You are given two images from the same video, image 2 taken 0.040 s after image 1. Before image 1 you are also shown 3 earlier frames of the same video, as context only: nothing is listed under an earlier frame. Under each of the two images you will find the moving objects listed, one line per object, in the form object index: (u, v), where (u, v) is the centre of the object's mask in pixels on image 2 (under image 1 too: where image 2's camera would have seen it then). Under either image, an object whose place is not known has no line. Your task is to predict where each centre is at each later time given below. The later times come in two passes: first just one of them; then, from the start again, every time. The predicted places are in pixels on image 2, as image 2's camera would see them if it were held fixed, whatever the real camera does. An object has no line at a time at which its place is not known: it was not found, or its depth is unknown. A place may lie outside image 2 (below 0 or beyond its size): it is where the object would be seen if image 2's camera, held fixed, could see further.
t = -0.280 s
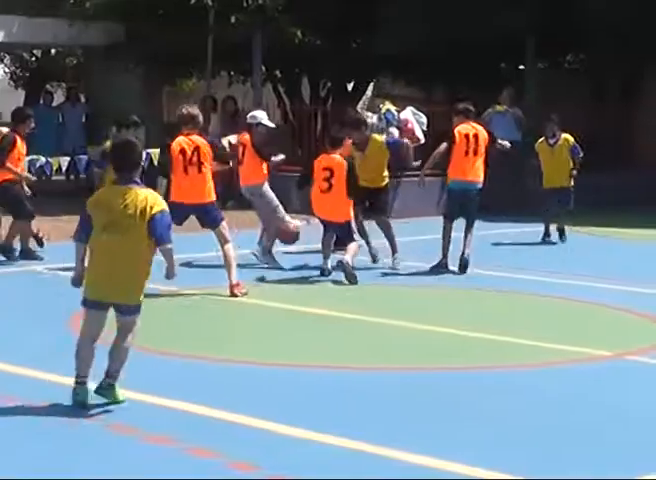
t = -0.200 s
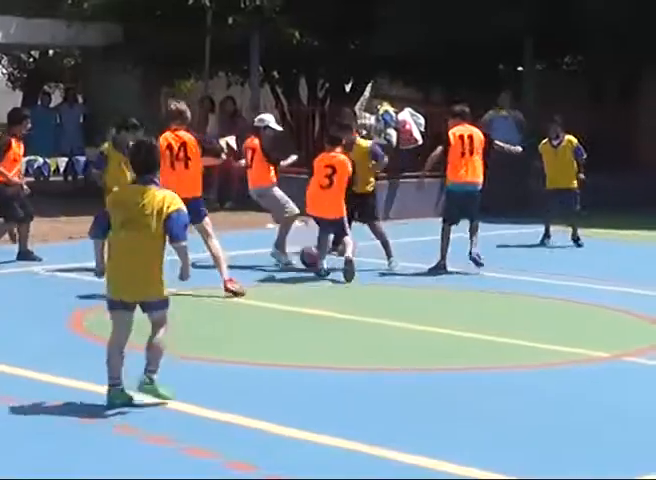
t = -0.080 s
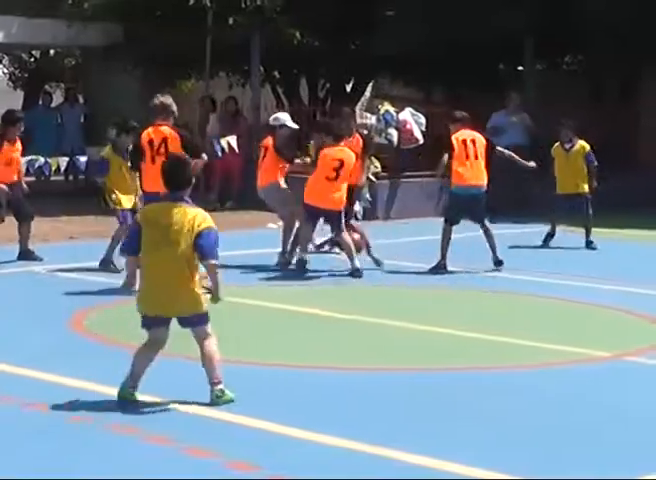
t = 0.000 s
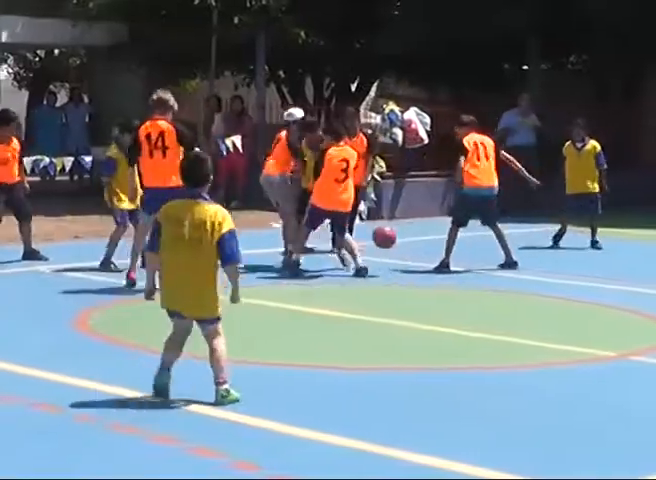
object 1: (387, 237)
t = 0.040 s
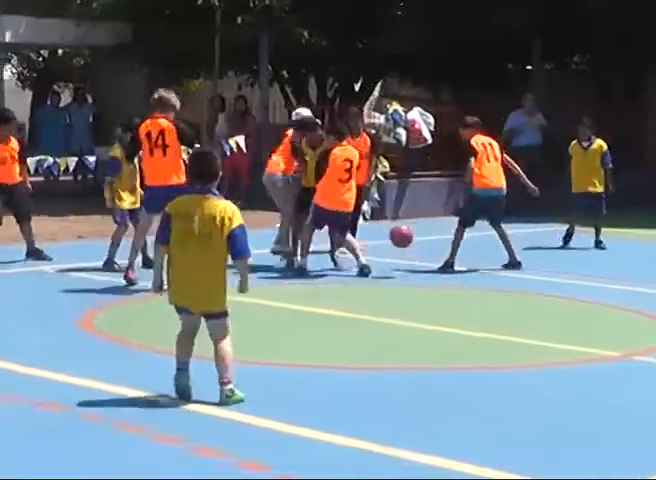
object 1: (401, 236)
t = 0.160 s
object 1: (442, 244)
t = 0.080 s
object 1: (414, 237)
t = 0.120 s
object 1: (428, 239)
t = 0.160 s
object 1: (442, 244)
